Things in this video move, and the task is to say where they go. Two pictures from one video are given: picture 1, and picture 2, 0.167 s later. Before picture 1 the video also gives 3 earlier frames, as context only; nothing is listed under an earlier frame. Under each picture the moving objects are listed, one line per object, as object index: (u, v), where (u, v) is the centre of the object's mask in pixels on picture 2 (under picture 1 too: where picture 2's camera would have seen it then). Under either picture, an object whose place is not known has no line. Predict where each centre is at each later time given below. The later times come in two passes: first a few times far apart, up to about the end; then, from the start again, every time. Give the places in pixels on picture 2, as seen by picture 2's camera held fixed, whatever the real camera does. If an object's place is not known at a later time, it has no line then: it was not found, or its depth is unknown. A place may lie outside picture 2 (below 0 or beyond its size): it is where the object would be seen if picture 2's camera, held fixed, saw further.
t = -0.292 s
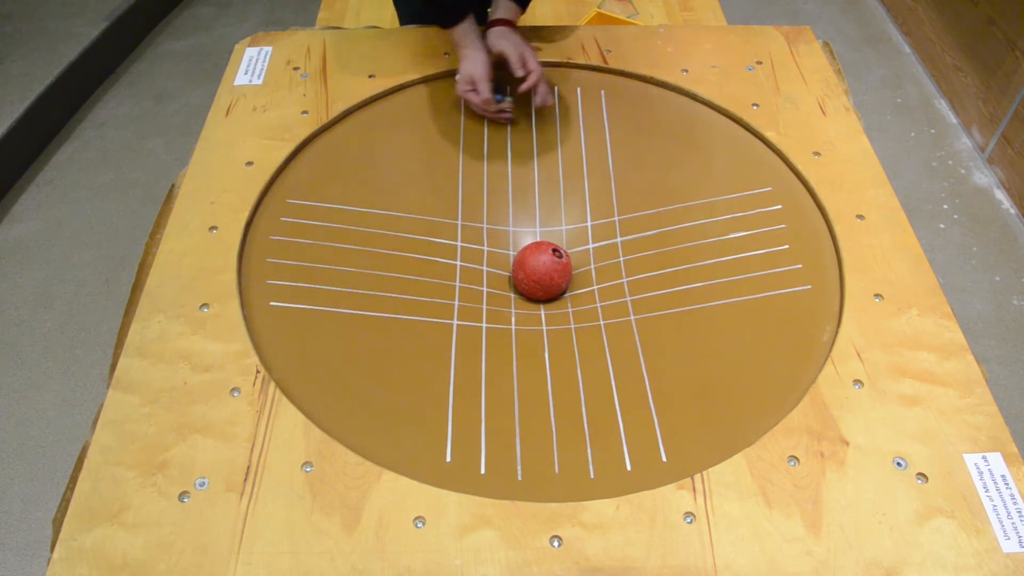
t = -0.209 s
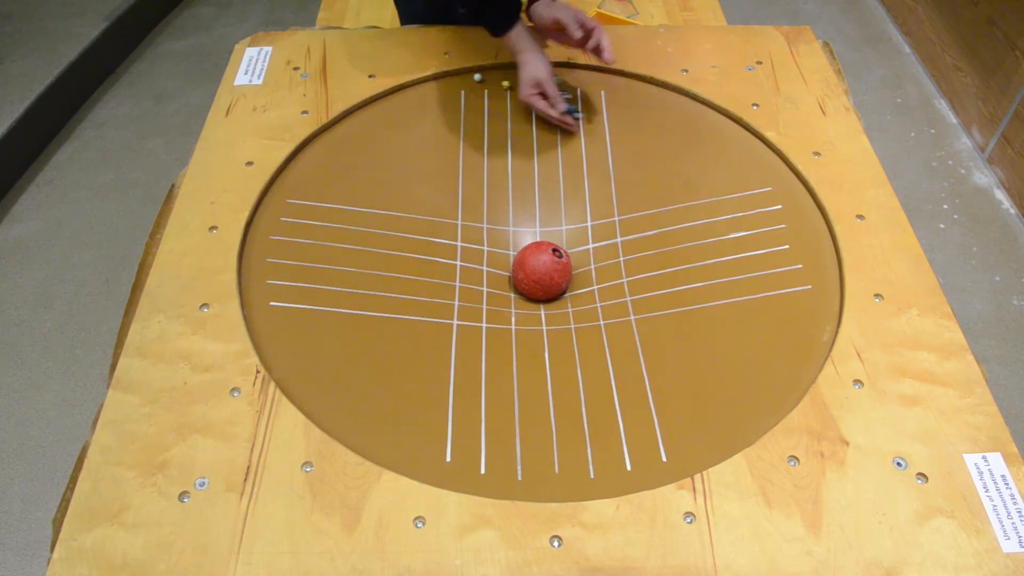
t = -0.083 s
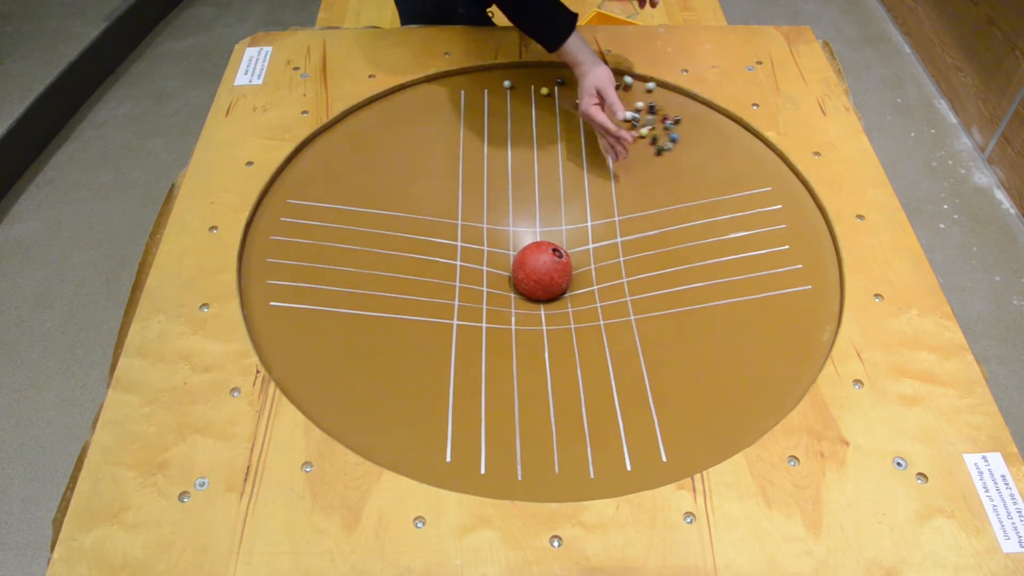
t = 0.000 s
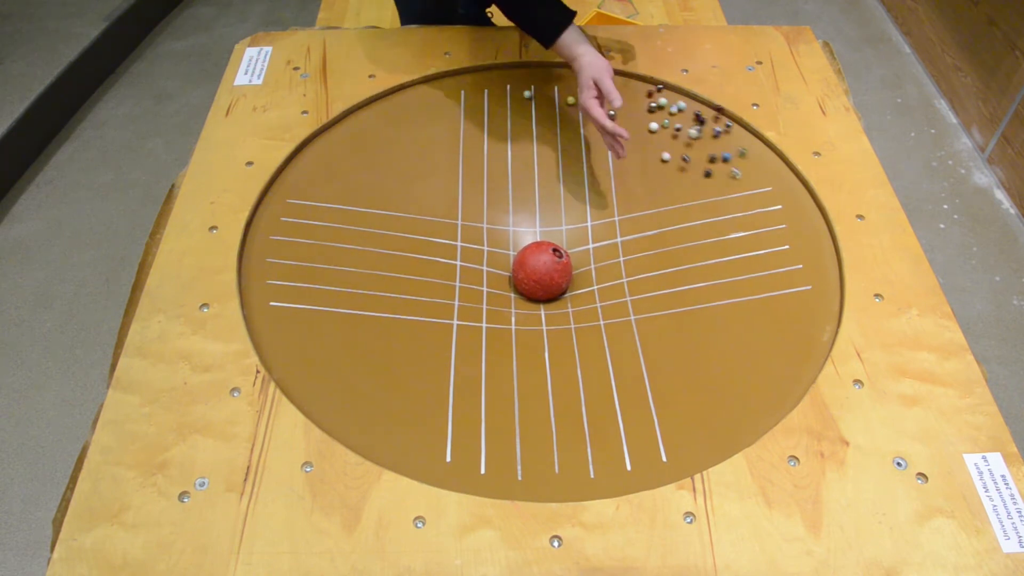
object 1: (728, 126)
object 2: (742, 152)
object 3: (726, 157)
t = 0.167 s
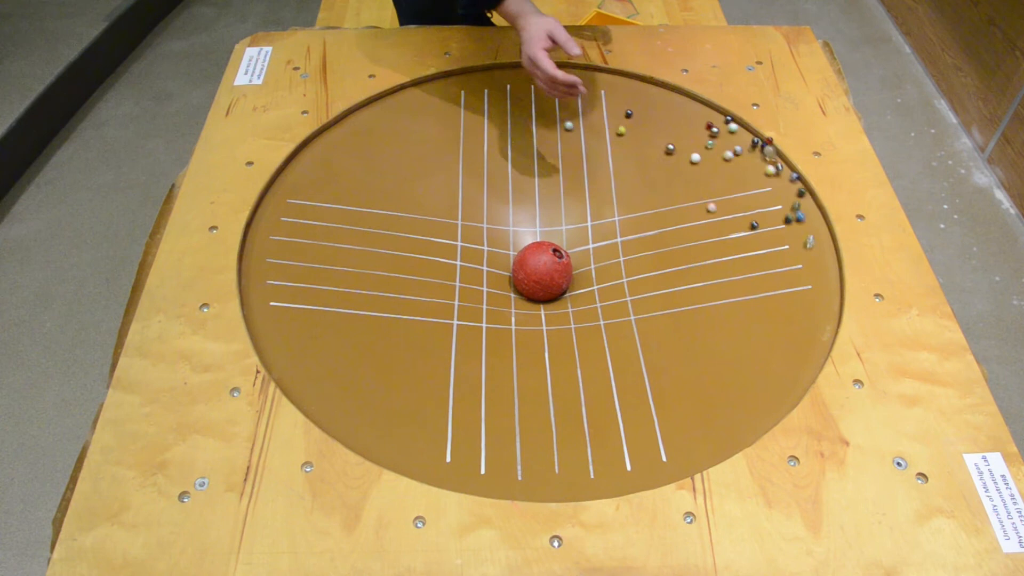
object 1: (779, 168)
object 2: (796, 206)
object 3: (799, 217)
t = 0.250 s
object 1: (809, 195)
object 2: (791, 239)
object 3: (833, 254)
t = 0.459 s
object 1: (810, 280)
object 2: (748, 326)
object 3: (803, 354)
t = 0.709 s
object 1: (741, 381)
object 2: (621, 408)
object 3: (697, 460)
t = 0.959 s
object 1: (596, 444)
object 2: (454, 425)
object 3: (527, 493)
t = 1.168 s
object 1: (458, 442)
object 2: (338, 392)
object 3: (393, 453)
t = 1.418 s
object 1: (331, 389)
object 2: (262, 325)
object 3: (293, 361)
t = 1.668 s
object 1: (280, 307)
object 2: (255, 252)
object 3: (270, 258)
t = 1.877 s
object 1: (293, 240)
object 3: (300, 187)
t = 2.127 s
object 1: (360, 174)
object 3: (372, 126)
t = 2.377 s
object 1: (454, 133)
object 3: (467, 97)
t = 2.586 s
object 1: (545, 124)
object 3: (552, 97)
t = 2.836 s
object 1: (653, 143)
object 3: (652, 127)
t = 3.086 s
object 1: (737, 196)
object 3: (731, 190)
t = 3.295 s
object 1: (780, 265)
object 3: (757, 256)
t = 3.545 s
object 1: (772, 357)
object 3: (728, 343)
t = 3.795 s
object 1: (690, 429)
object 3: (628, 407)
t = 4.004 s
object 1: (580, 451)
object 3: (512, 417)
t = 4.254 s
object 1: (443, 416)
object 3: (393, 374)
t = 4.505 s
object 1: (358, 335)
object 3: (334, 298)
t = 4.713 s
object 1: (338, 258)
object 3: (335, 234)
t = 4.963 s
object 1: (369, 177)
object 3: (383, 172)
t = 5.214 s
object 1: (436, 125)
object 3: (463, 139)
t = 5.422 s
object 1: (505, 106)
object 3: (542, 136)
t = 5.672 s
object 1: (591, 114)
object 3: (633, 165)
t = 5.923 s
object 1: (666, 156)
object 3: (696, 225)
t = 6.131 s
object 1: (703, 216)
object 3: (706, 290)
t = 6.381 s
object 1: (694, 307)
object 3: (652, 360)
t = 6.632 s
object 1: (607, 381)
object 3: (542, 386)
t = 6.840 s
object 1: (503, 398)
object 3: (453, 360)
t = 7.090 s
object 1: (397, 365)
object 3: (396, 293)
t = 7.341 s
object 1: (351, 301)
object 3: (407, 222)
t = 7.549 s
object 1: (362, 244)
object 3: (456, 180)
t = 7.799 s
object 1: (424, 191)
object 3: (540, 162)
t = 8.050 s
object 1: (521, 167)
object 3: (623, 186)
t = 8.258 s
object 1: (607, 176)
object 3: (667, 233)
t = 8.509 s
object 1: (683, 219)
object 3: (662, 305)
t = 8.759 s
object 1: (704, 283)
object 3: (582, 354)
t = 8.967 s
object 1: (665, 335)
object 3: (493, 349)
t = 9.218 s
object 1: (562, 362)
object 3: (427, 295)
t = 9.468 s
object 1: (455, 325)
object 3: (434, 231)
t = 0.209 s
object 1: (795, 183)
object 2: (794, 223)
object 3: (817, 235)
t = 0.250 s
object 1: (809, 195)
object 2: (791, 239)
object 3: (833, 254)
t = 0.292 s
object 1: (810, 214)
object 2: (787, 256)
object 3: (829, 274)
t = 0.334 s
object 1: (813, 229)
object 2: (781, 274)
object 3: (823, 293)
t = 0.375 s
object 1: (814, 246)
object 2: (772, 291)
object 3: (818, 314)
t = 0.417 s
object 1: (813, 263)
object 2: (761, 308)
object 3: (812, 334)
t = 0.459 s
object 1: (810, 280)
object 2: (748, 326)
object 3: (803, 354)
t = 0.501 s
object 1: (804, 298)
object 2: (733, 342)
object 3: (792, 374)
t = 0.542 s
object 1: (796, 316)
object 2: (715, 358)
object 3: (777, 393)
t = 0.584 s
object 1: (786, 333)
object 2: (694, 373)
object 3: (761, 412)
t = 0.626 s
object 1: (773, 349)
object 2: (672, 386)
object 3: (742, 429)
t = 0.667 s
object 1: (758, 366)
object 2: (647, 398)
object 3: (721, 445)
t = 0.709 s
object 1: (741, 381)
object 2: (621, 408)
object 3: (697, 460)
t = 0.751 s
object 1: (721, 396)
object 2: (594, 417)
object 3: (672, 473)
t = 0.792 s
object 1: (699, 408)
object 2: (566, 423)
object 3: (644, 484)
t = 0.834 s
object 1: (676, 420)
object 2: (538, 426)
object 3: (616, 492)
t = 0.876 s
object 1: (650, 430)
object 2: (509, 428)
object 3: (587, 495)
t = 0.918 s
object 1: (623, 437)
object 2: (481, 428)
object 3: (557, 496)
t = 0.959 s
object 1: (596, 444)
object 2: (454, 425)
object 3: (527, 493)
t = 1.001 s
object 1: (568, 448)
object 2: (428, 421)
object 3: (498, 489)
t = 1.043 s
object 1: (540, 449)
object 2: (403, 416)
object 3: (470, 483)
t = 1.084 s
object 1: (512, 449)
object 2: (379, 409)
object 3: (443, 475)
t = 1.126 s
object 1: (485, 446)
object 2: (358, 402)
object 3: (417, 465)
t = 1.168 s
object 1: (458, 442)
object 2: (338, 392)
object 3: (393, 453)
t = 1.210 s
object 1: (432, 437)
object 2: (321, 382)
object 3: (371, 440)
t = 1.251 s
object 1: (408, 430)
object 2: (305, 372)
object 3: (351, 425)
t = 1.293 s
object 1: (386, 421)
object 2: (291, 360)
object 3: (333, 410)
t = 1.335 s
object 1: (365, 412)
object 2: (279, 348)
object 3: (317, 394)
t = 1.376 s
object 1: (347, 401)
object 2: (270, 337)
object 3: (304, 377)
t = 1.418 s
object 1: (331, 389)
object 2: (262, 325)
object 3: (293, 361)
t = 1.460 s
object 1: (317, 376)
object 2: (256, 312)
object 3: (284, 343)
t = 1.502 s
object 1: (305, 363)
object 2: (252, 300)
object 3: (277, 326)
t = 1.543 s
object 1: (296, 349)
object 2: (250, 288)
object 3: (273, 309)
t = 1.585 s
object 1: (288, 335)
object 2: (250, 275)
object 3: (270, 291)
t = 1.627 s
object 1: (283, 321)
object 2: (252, 263)
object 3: (269, 275)
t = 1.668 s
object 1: (280, 307)
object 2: (255, 252)
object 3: (270, 258)
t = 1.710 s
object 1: (279, 293)
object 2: (261, 241)
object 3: (273, 243)
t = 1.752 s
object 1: (279, 279)
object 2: (268, 230)
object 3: (278, 228)
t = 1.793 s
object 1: (282, 266)
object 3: (284, 213)
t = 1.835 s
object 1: (286, 253)
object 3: (291, 199)
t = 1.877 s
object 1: (293, 240)
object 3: (300, 187)
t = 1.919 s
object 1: (301, 228)
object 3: (309, 175)
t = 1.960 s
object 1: (310, 215)
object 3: (320, 163)
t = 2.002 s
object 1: (321, 205)
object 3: (332, 153)
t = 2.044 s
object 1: (332, 194)
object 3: (344, 143)
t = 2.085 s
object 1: (346, 183)
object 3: (358, 134)
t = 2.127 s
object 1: (360, 174)
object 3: (372, 126)
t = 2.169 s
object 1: (375, 166)
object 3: (386, 119)
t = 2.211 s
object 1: (389, 157)
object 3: (401, 113)
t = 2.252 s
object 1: (404, 150)
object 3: (417, 108)
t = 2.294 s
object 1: (420, 143)
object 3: (433, 103)
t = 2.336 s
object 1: (436, 137)
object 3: (450, 100)
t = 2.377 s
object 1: (454, 133)
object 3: (467, 97)
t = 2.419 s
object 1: (472, 129)
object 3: (483, 95)
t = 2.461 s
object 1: (490, 126)
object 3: (500, 94)
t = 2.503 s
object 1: (508, 124)
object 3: (518, 94)
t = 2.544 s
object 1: (527, 124)
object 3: (535, 95)
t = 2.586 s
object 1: (545, 124)
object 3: (552, 97)
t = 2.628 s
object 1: (564, 124)
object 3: (570, 100)
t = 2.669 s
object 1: (583, 127)
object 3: (587, 104)
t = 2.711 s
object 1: (601, 129)
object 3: (603, 108)
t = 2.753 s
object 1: (619, 133)
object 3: (620, 113)
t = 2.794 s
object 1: (636, 138)
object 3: (636, 120)
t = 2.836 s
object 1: (653, 143)
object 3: (652, 127)
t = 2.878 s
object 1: (669, 150)
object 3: (667, 136)
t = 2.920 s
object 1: (684, 158)
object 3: (682, 145)
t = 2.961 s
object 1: (699, 166)
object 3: (695, 155)
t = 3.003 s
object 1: (713, 175)
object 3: (708, 166)
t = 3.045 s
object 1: (725, 185)
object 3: (720, 177)
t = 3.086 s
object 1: (737, 196)
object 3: (731, 190)
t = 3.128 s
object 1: (748, 209)
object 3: (739, 202)
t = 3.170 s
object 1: (758, 222)
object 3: (746, 215)
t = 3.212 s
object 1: (767, 236)
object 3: (752, 228)
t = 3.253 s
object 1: (774, 251)
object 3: (755, 242)
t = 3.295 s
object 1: (780, 265)
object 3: (757, 256)
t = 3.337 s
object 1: (784, 281)
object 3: (757, 270)
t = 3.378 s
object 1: (786, 296)
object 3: (756, 285)
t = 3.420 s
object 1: (786, 312)
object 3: (752, 300)
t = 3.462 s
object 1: (783, 327)
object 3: (746, 314)
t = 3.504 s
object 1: (778, 342)
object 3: (738, 329)
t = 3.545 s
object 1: (772, 357)
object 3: (728, 343)
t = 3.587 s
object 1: (763, 371)
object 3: (716, 356)
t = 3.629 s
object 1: (752, 385)
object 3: (702, 369)
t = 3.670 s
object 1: (740, 398)
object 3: (686, 381)
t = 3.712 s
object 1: (725, 409)
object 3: (668, 391)
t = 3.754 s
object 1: (708, 420)
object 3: (649, 399)
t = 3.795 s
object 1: (690, 429)
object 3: (628, 407)
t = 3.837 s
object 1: (670, 437)
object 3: (606, 412)
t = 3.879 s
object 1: (649, 443)
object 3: (583, 417)
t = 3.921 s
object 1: (627, 447)
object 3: (559, 419)
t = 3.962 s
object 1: (604, 450)
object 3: (535, 419)
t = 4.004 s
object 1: (580, 451)
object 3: (512, 417)
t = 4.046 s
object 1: (556, 449)
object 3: (490, 414)
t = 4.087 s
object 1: (532, 446)
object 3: (467, 409)
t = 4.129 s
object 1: (508, 441)
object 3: (446, 402)
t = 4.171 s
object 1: (486, 435)
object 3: (427, 394)
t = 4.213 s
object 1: (464, 426)
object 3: (409, 384)
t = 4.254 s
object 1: (443, 416)
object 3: (393, 374)
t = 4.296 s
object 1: (425, 405)
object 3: (378, 363)
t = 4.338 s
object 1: (408, 393)
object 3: (366, 350)
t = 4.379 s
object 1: (393, 379)
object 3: (355, 338)
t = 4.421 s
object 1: (379, 365)
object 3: (346, 324)
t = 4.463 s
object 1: (367, 351)
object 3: (339, 311)
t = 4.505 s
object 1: (358, 335)
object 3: (334, 298)
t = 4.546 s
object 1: (350, 320)
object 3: (331, 285)
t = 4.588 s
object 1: (344, 304)
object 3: (330, 272)
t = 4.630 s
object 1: (340, 288)
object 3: (330, 259)
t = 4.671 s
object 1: (338, 273)
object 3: (332, 246)
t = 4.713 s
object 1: (338, 258)
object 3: (335, 234)
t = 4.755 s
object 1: (340, 243)
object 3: (340, 222)
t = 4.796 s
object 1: (343, 228)
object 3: (346, 210)
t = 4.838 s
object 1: (347, 214)
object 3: (354, 200)
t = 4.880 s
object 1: (353, 201)
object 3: (363, 190)
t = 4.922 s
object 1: (360, 188)
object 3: (372, 181)
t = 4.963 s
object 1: (369, 177)
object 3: (383, 172)
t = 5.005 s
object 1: (378, 166)
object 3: (394, 165)
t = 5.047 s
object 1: (388, 156)
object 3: (406, 158)
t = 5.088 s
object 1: (399, 146)
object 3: (420, 152)
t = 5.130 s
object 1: (411, 138)
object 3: (433, 147)
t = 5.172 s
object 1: (423, 131)
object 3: (448, 142)
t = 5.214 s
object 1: (436, 125)
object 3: (463, 139)
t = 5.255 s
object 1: (449, 119)
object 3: (478, 137)
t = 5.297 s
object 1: (463, 114)
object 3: (494, 135)
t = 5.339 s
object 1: (477, 110)
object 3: (510, 135)
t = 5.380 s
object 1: (491, 108)
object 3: (526, 135)
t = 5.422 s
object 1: (505, 106)
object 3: (542, 136)
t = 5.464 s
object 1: (520, 105)
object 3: (558, 138)
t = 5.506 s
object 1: (535, 104)
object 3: (574, 142)
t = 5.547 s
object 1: (549, 105)
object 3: (589, 146)
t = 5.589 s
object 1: (564, 107)
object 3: (604, 151)
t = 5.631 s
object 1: (578, 110)
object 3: (619, 157)
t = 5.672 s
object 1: (591, 114)
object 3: (633, 165)
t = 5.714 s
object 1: (605, 118)
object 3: (647, 173)
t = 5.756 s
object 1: (618, 124)
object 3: (659, 182)
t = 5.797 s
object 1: (631, 130)
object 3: (670, 191)
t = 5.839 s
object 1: (643, 138)
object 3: (680, 202)
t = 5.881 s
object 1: (655, 146)
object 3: (689, 213)
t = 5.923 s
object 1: (666, 156)
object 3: (696, 225)
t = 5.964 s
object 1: (675, 166)
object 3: (702, 237)
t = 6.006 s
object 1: (684, 178)
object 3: (706, 250)
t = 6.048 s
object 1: (692, 190)
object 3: (708, 263)
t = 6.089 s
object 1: (698, 203)
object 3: (708, 277)
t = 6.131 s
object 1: (703, 216)
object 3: (706, 290)
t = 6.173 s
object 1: (706, 231)
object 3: (702, 303)
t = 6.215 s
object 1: (708, 246)
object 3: (696, 316)
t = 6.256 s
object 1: (708, 261)
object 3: (688, 328)
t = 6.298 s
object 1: (705, 277)
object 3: (678, 340)
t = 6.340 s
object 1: (700, 292)
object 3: (666, 350)
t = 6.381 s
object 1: (694, 307)
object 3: (652, 360)
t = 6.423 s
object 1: (684, 322)
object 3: (636, 369)
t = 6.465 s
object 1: (673, 336)
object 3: (619, 375)
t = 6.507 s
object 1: (659, 349)
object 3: (601, 381)
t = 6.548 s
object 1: (644, 361)
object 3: (582, 384)
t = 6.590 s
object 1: (626, 372)
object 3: (562, 386)
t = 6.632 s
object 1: (607, 381)
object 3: (542, 386)
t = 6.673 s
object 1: (588, 388)
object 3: (523, 384)
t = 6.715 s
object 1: (567, 394)
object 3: (504, 381)
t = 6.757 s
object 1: (545, 397)
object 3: (486, 375)
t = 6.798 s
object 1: (524, 399)
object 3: (469, 369)
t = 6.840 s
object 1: (503, 398)
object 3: (453, 360)
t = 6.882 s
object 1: (482, 397)
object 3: (439, 351)
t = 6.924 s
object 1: (462, 393)
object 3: (426, 341)
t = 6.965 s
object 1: (444, 388)
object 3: (416, 330)
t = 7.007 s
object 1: (427, 382)
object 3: (407, 318)
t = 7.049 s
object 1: (411, 374)
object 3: (400, 306)
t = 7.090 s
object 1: (397, 365)
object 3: (396, 293)
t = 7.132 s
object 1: (385, 356)
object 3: (393, 281)
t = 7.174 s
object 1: (374, 346)
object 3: (392, 268)
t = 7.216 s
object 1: (366, 335)
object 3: (393, 256)
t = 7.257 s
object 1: (359, 324)
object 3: (396, 244)
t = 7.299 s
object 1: (354, 313)
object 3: (400, 233)
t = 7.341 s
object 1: (351, 301)
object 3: (407, 222)
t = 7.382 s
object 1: (350, 290)
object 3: (414, 212)
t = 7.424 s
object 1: (350, 278)
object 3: (423, 202)
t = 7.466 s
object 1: (353, 267)
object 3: (433, 194)
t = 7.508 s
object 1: (357, 255)
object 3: (444, 186)
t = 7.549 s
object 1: (362, 244)
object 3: (456, 180)
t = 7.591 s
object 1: (369, 234)
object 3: (469, 174)
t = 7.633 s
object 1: (377, 224)
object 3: (482, 169)
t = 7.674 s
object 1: (387, 215)
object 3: (497, 166)
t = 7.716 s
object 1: (398, 206)
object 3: (511, 163)
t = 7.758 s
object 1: (411, 198)
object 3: (525, 162)
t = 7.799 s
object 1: (424, 191)
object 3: (540, 162)
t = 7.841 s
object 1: (439, 184)
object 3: (555, 163)
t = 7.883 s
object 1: (454, 179)
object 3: (570, 166)
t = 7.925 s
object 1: (470, 175)
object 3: (583, 169)
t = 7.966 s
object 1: (487, 171)
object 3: (597, 173)
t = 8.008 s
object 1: (504, 168)
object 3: (610, 179)
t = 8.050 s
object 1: (521, 167)
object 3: (623, 186)
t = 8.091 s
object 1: (539, 167)
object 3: (634, 194)
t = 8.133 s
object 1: (556, 167)
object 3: (645, 202)
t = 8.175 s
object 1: (574, 170)
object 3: (654, 212)
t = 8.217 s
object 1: (591, 172)
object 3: (661, 222)
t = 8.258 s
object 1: (607, 176)
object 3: (667, 233)
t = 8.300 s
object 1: (622, 181)
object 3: (671, 244)
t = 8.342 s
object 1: (637, 187)
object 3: (673, 256)
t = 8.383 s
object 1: (650, 194)
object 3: (674, 269)
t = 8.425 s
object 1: (663, 202)
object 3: (672, 281)
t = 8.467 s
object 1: (673, 210)
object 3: (668, 294)
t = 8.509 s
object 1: (683, 219)
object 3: (662, 305)
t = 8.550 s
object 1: (691, 229)
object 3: (653, 316)
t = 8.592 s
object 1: (697, 239)
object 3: (642, 327)
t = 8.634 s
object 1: (702, 250)
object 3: (630, 336)
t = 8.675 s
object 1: (704, 261)
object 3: (616, 344)
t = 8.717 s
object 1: (705, 272)
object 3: (599, 350)
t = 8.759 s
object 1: (704, 283)
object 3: (582, 354)
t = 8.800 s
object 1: (700, 294)
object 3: (565, 357)
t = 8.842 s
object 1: (695, 305)
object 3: (546, 358)
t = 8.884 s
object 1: (687, 315)
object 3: (528, 357)
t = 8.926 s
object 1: (677, 325)
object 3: (510, 354)
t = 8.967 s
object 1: (665, 335)
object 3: (493, 349)
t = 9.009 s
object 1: (652, 343)
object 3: (478, 343)
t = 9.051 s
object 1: (636, 349)
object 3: (464, 335)
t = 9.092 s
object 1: (619, 355)
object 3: (452, 326)
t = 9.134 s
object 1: (601, 359)
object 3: (441, 317)
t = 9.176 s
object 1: (582, 362)
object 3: (434, 306)
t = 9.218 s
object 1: (562, 362)
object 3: (427, 295)
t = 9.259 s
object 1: (542, 360)
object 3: (424, 284)
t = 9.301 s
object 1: (523, 357)
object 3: (421, 273)
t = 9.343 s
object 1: (503, 351)
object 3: (422, 262)
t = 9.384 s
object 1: (485, 344)
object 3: (424, 251)
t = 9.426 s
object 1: (470, 335)
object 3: (428, 240)
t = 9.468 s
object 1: (455, 325)
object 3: (434, 231)
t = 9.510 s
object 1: (443, 314)
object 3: (441, 222)
